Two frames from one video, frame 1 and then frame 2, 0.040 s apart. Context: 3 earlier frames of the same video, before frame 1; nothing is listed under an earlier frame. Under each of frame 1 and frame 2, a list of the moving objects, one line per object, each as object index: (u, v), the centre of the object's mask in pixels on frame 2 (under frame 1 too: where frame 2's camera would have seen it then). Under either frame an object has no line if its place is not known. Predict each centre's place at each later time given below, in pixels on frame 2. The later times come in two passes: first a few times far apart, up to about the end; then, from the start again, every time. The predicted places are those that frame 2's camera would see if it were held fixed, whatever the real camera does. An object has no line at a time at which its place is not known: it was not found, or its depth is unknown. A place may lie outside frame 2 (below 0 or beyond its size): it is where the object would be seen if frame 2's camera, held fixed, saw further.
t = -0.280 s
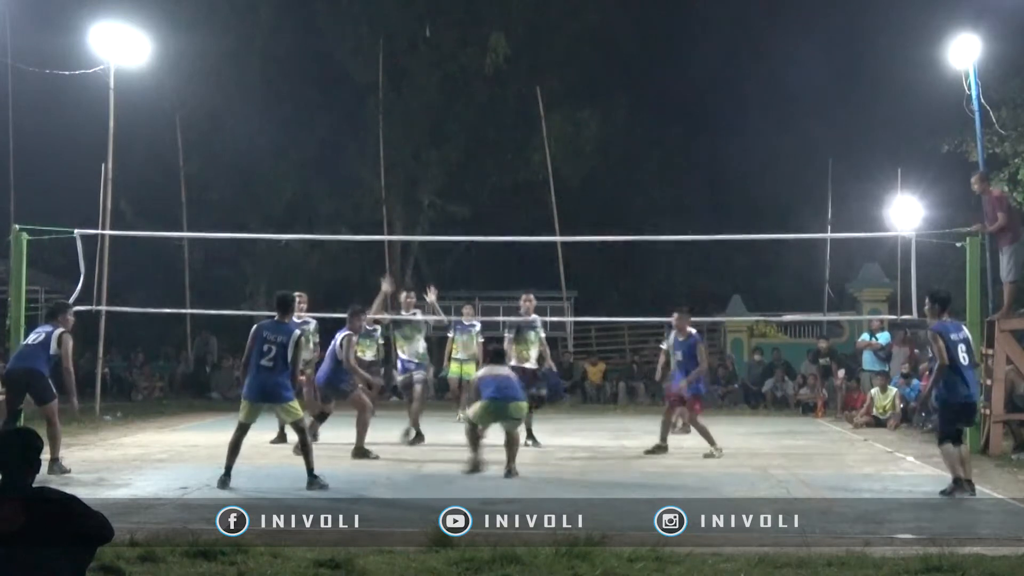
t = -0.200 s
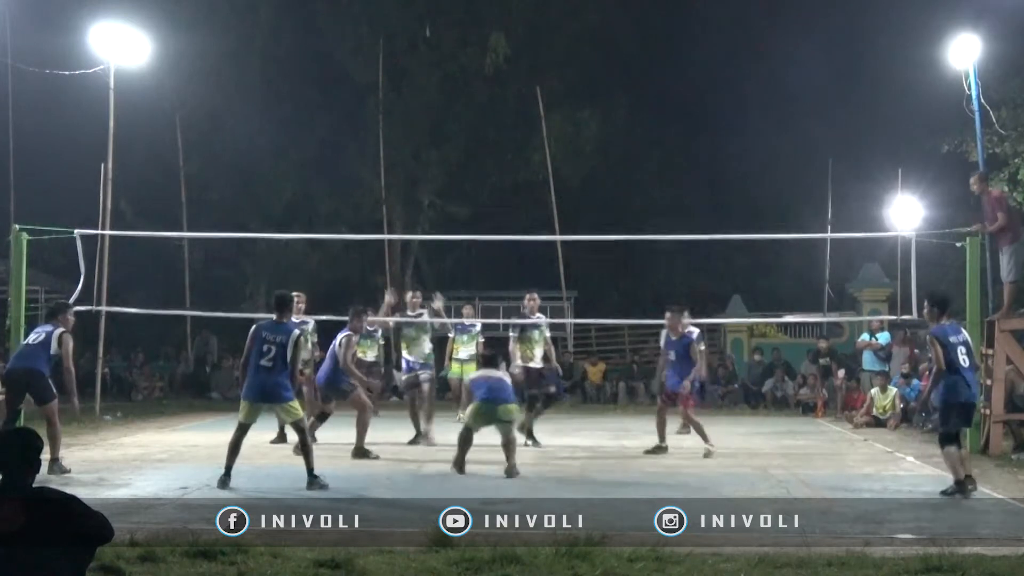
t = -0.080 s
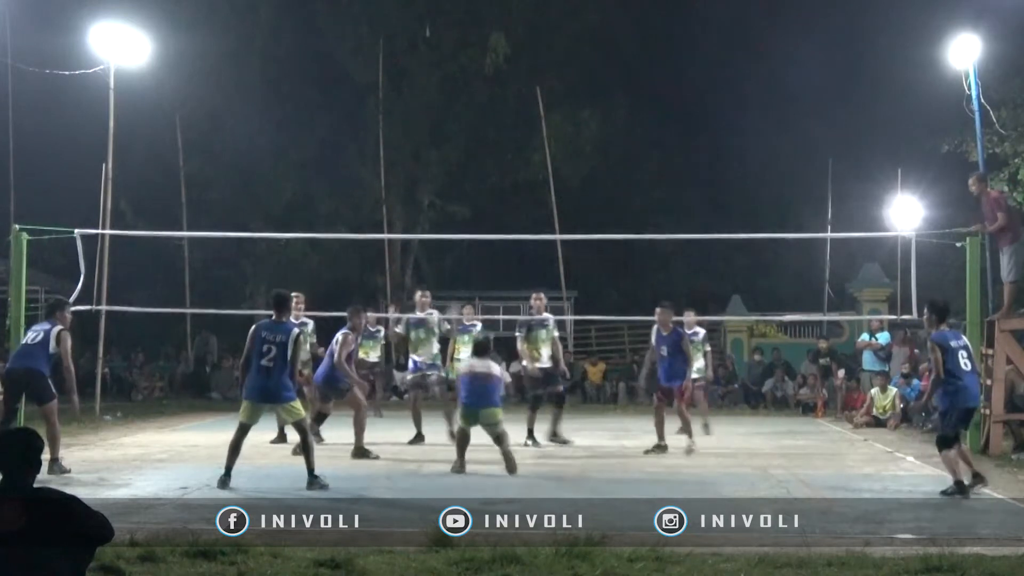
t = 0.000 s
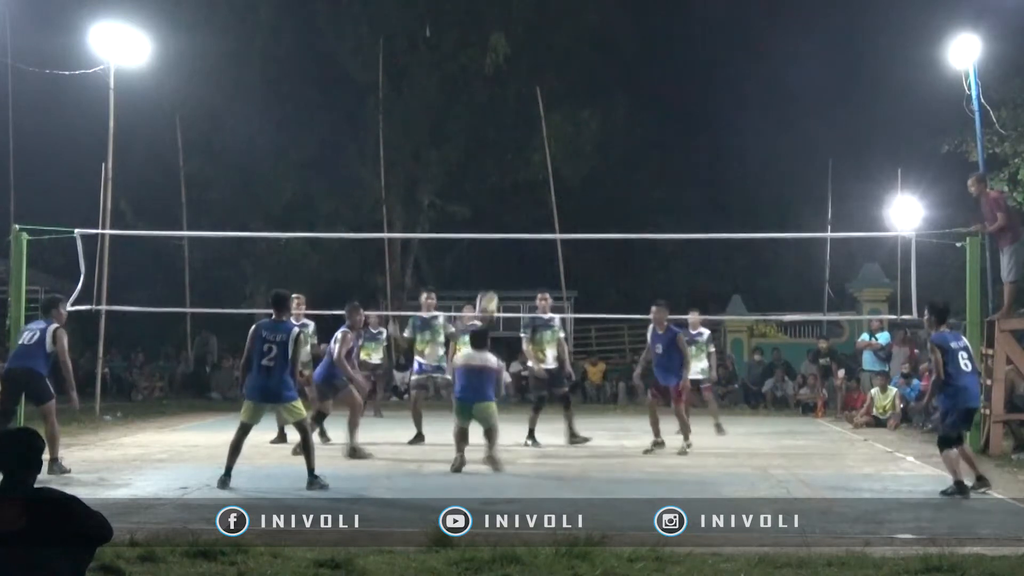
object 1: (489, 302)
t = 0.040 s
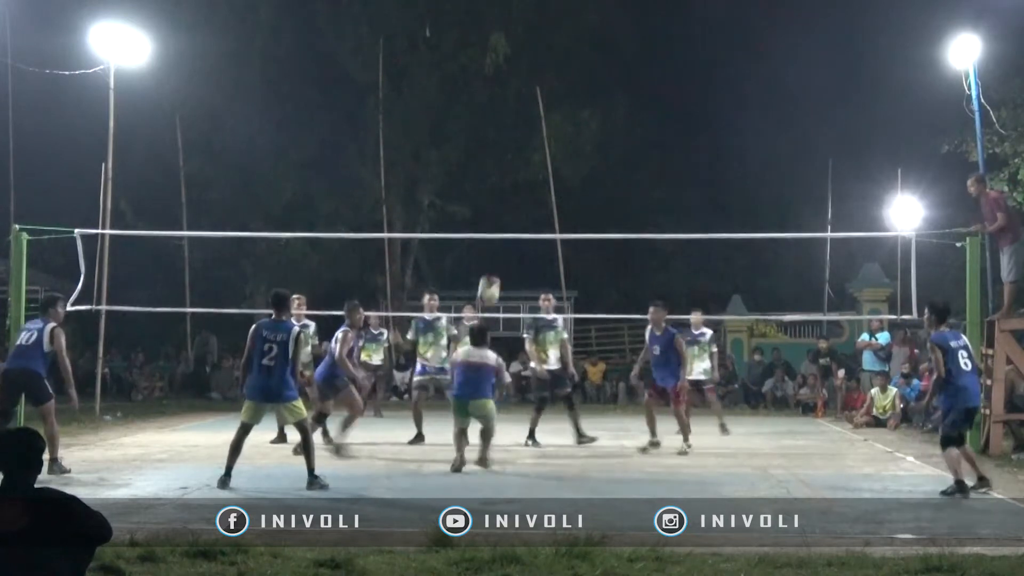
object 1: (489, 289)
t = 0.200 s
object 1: (498, 241)
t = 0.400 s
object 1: (508, 215)
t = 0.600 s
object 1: (517, 225)
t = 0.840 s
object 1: (528, 285)
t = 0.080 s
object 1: (491, 275)
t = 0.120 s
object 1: (493, 263)
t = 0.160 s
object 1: (495, 252)
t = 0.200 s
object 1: (498, 241)
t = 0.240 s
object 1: (500, 232)
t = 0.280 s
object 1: (501, 225)
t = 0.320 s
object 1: (503, 221)
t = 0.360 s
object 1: (505, 217)
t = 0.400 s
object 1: (508, 215)
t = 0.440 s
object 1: (509, 214)
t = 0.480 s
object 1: (511, 215)
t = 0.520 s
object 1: (513, 217)
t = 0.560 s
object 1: (515, 221)
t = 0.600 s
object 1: (517, 225)
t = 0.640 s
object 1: (519, 233)
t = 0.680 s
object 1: (521, 241)
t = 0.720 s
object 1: (523, 251)
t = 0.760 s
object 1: (524, 260)
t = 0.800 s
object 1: (526, 272)
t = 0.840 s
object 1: (528, 285)
